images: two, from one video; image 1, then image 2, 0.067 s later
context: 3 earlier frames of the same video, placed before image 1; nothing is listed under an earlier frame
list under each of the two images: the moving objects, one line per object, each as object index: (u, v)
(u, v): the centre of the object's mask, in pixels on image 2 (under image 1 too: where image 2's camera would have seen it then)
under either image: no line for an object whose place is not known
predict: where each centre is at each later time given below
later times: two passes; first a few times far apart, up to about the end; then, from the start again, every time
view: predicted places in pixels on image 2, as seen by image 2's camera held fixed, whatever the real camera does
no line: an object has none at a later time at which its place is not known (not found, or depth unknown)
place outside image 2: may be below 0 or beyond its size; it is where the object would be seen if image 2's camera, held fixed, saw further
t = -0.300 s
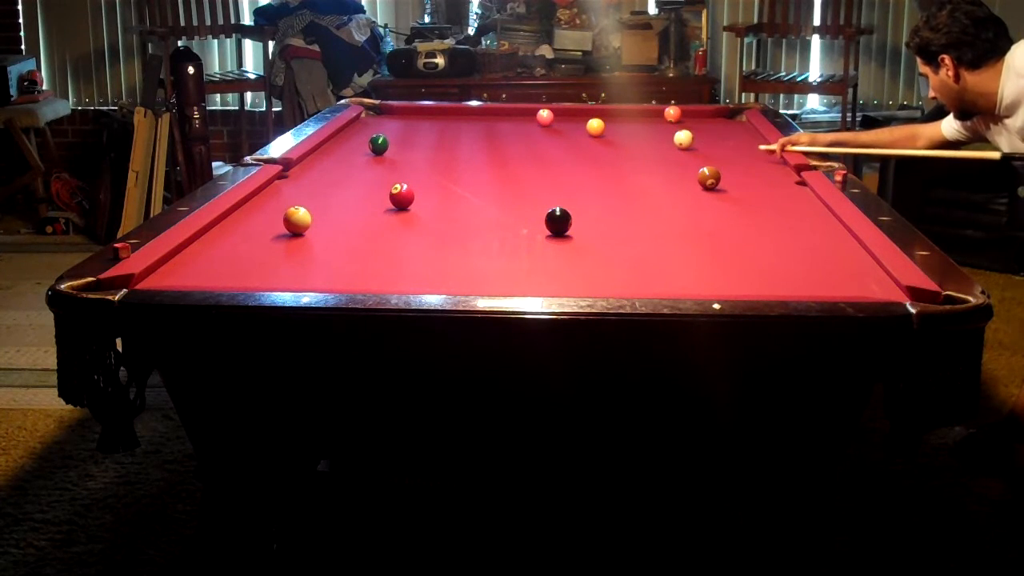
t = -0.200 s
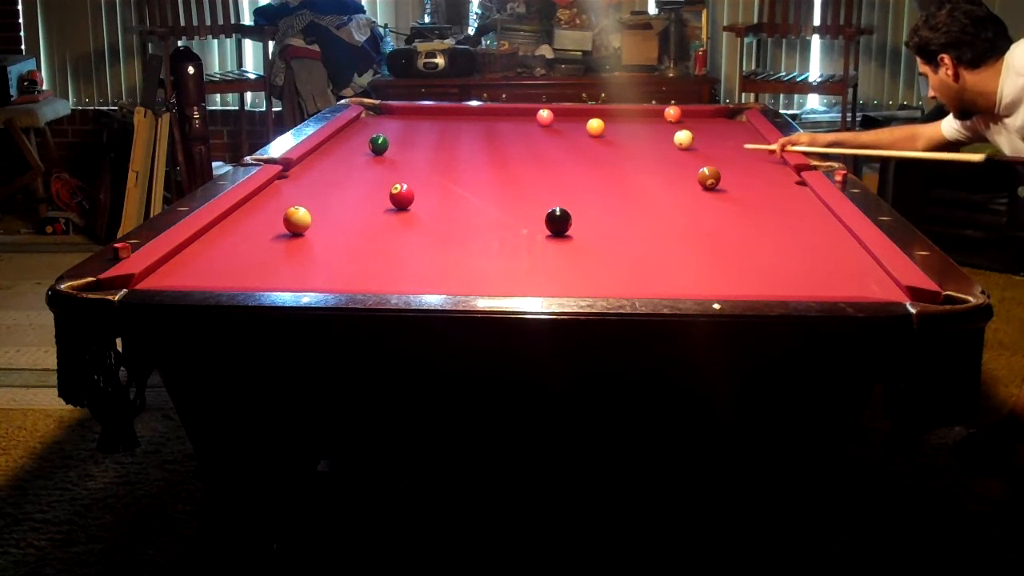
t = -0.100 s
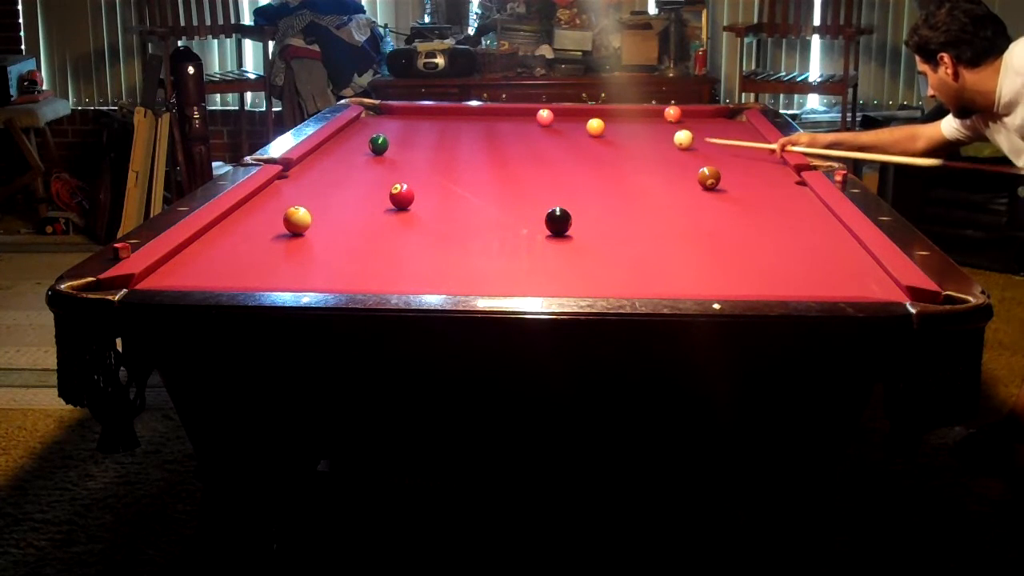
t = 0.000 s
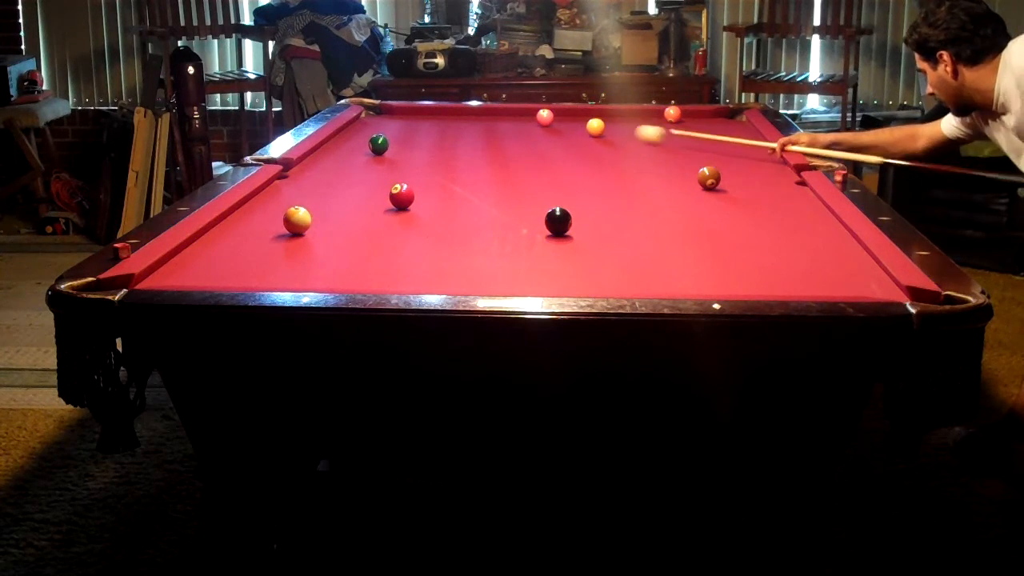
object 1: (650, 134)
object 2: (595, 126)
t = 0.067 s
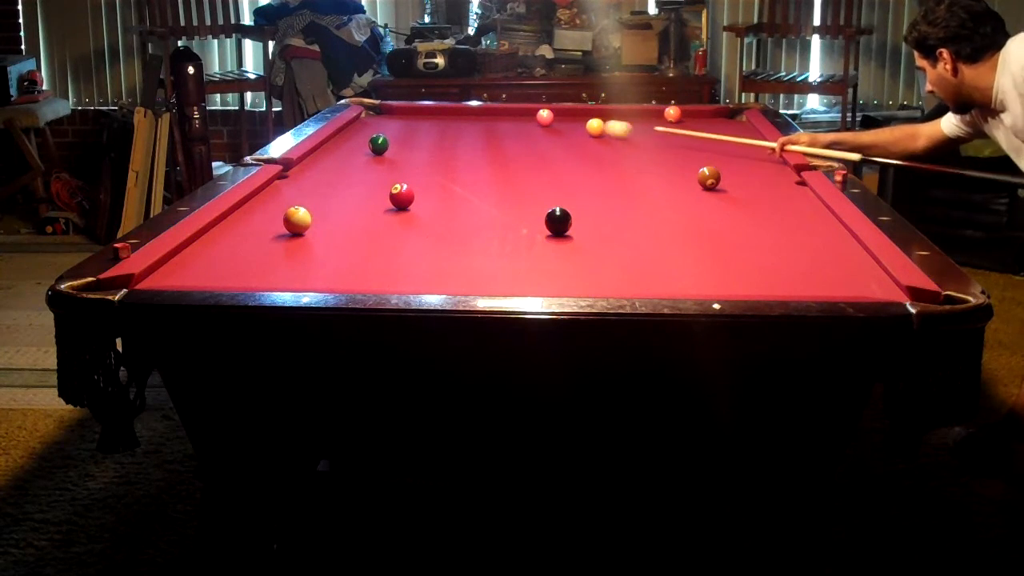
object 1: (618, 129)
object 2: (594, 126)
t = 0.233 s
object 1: (617, 124)
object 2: (522, 120)
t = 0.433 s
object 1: (609, 118)
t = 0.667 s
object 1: (599, 112)
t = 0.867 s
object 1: (598, 112)
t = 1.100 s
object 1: (601, 115)
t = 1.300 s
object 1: (603, 118)
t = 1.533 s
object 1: (605, 121)
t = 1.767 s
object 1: (607, 124)
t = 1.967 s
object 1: (609, 127)
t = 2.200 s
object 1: (611, 129)
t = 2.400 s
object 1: (612, 132)
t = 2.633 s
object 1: (614, 134)
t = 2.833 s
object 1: (615, 136)
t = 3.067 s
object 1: (617, 138)
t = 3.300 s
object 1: (618, 141)
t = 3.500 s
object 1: (619, 142)
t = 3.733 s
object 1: (619, 144)
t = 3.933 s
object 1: (619, 145)
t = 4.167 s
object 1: (619, 146)
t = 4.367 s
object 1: (619, 147)
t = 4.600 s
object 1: (618, 148)
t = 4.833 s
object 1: (617, 149)
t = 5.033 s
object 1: (617, 149)
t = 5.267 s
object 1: (617, 149)
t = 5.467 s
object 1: (618, 149)
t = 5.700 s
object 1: (617, 149)
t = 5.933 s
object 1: (617, 149)
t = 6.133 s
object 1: (617, 149)
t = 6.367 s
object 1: (617, 149)
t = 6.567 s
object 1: (617, 149)
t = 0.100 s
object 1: (613, 128)
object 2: (584, 125)
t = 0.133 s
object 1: (615, 127)
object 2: (567, 124)
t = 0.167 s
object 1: (617, 126)
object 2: (552, 123)
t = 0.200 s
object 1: (617, 125)
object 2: (536, 122)
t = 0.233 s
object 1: (617, 124)
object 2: (522, 120)
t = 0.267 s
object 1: (616, 123)
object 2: (509, 119)
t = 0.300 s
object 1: (615, 122)
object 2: (497, 118)
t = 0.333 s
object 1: (613, 121)
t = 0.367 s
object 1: (612, 120)
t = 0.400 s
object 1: (611, 119)
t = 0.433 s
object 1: (609, 118)
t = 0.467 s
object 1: (608, 117)
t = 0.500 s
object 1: (606, 116)
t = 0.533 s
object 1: (605, 116)
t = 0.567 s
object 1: (603, 114)
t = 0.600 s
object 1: (602, 114)
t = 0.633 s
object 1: (601, 113)
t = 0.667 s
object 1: (599, 112)
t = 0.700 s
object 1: (598, 111)
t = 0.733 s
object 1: (597, 110)
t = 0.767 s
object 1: (597, 111)
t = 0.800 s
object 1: (598, 111)
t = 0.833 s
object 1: (598, 112)
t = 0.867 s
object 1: (598, 112)
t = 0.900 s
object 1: (599, 112)
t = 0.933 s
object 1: (599, 113)
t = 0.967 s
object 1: (599, 113)
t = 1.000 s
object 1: (600, 114)
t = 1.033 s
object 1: (600, 114)
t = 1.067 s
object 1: (600, 115)
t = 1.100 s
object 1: (601, 115)
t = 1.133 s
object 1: (601, 115)
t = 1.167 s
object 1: (602, 116)
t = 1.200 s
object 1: (602, 116)
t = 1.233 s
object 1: (602, 117)
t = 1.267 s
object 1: (602, 117)
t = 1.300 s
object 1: (603, 118)
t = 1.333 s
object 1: (603, 118)
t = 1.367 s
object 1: (603, 119)
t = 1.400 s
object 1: (604, 119)
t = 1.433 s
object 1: (604, 120)
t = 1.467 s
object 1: (604, 120)
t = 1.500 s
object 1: (605, 120)
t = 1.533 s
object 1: (605, 121)
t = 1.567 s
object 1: (605, 121)
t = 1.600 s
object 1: (606, 122)
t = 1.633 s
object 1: (606, 122)
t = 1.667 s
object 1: (606, 123)
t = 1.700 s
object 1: (606, 123)
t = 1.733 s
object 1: (607, 123)
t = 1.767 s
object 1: (607, 124)
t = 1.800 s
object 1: (607, 124)
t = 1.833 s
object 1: (608, 125)
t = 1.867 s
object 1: (608, 125)
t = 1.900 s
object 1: (608, 126)
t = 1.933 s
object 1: (609, 126)
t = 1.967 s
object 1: (609, 127)
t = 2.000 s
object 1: (609, 127)
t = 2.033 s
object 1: (610, 127)
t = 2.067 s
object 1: (610, 128)
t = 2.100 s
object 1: (610, 128)
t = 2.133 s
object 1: (610, 128)
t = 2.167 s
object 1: (610, 129)
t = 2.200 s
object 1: (611, 129)
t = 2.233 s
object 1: (611, 130)
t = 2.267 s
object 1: (611, 130)
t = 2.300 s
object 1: (612, 131)
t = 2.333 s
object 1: (612, 131)
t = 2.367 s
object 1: (612, 131)
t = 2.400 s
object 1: (612, 132)
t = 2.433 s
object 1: (613, 132)
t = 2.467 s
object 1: (613, 132)
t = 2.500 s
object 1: (613, 133)
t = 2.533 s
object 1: (613, 133)
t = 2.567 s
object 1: (613, 133)
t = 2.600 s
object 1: (614, 134)
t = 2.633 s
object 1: (614, 134)
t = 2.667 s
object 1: (614, 134)
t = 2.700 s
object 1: (615, 135)
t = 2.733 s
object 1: (615, 135)
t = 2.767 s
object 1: (615, 136)
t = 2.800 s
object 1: (615, 136)
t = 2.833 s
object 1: (615, 136)
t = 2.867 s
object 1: (615, 137)
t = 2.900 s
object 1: (616, 137)
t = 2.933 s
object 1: (616, 137)
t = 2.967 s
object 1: (616, 138)
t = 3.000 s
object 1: (617, 138)
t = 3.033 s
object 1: (617, 138)
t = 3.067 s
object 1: (617, 138)
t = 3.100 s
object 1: (617, 139)
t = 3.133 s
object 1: (617, 139)
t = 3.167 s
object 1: (618, 139)
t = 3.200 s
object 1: (618, 140)
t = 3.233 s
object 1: (618, 140)
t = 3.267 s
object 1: (618, 140)
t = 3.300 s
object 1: (618, 141)
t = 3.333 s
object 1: (618, 141)
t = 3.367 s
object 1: (618, 141)
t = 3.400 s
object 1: (618, 141)
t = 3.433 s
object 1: (619, 142)
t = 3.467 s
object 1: (619, 142)
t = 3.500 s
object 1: (619, 142)
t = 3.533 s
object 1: (619, 142)
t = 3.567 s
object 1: (619, 143)
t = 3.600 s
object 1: (619, 143)
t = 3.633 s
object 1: (619, 143)
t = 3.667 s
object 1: (619, 143)
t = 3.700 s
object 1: (619, 144)
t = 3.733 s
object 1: (619, 144)
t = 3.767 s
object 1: (619, 144)
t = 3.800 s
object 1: (619, 144)
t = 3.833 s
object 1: (619, 144)
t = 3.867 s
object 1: (619, 145)
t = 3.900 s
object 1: (619, 145)
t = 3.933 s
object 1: (619, 145)
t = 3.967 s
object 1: (619, 145)
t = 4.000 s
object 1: (619, 146)
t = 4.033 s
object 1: (619, 146)
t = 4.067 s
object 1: (619, 146)
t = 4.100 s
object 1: (619, 146)
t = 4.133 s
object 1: (619, 146)
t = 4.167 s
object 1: (619, 146)
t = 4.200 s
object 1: (619, 146)
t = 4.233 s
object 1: (619, 146)
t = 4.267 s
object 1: (619, 147)
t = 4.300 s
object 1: (619, 147)
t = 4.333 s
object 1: (619, 147)
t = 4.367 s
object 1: (619, 147)
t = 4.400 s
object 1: (619, 147)
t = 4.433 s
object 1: (619, 147)
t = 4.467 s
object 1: (618, 148)
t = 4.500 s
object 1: (618, 148)
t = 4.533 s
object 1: (618, 148)
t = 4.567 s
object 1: (618, 148)
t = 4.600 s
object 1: (618, 148)
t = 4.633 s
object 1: (618, 148)
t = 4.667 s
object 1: (618, 148)
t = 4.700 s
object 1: (618, 148)
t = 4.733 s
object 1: (618, 148)
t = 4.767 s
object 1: (618, 149)
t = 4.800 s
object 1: (618, 149)
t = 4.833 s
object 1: (617, 149)
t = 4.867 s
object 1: (617, 149)
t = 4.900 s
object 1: (617, 149)
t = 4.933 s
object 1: (617, 149)
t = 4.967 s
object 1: (617, 149)
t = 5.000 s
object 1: (617, 149)
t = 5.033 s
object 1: (617, 149)
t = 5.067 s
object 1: (617, 149)
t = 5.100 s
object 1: (617, 149)
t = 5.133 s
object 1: (617, 149)
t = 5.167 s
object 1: (617, 149)
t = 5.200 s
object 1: (617, 149)
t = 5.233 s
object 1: (617, 149)
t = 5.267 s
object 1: (617, 149)
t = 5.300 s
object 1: (617, 149)
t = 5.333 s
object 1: (618, 149)
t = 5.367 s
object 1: (618, 149)
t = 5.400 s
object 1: (618, 149)
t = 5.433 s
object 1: (617, 149)
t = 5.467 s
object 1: (618, 149)
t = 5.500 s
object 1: (618, 149)
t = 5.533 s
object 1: (618, 149)
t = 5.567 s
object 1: (617, 149)
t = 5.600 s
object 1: (617, 149)
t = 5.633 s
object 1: (617, 149)
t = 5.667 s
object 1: (617, 149)
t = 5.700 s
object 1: (617, 149)
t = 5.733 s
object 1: (617, 149)
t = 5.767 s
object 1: (617, 149)
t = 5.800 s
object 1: (617, 149)
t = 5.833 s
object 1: (617, 149)
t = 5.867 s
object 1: (617, 149)
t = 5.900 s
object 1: (617, 149)
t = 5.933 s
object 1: (617, 149)
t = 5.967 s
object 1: (617, 149)
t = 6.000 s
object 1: (617, 149)
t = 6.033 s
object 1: (617, 149)
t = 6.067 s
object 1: (617, 149)
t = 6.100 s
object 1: (617, 149)
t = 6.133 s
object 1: (617, 149)
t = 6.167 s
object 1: (617, 149)
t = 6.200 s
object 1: (617, 149)
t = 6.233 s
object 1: (617, 149)
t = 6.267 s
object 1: (617, 149)
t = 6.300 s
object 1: (617, 149)
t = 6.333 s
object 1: (617, 149)
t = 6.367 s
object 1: (617, 149)
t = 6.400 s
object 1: (617, 149)
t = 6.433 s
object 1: (617, 149)
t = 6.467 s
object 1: (617, 149)
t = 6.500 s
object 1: (617, 149)
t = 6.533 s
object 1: (617, 149)
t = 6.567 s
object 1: (617, 149)
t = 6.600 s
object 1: (617, 149)
